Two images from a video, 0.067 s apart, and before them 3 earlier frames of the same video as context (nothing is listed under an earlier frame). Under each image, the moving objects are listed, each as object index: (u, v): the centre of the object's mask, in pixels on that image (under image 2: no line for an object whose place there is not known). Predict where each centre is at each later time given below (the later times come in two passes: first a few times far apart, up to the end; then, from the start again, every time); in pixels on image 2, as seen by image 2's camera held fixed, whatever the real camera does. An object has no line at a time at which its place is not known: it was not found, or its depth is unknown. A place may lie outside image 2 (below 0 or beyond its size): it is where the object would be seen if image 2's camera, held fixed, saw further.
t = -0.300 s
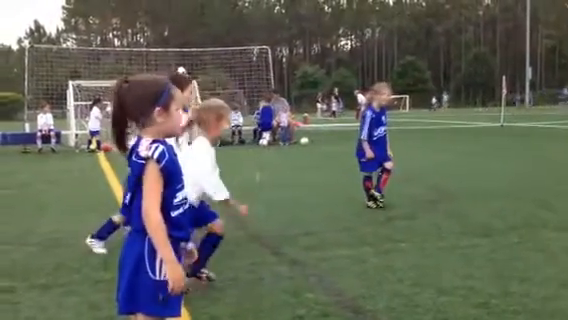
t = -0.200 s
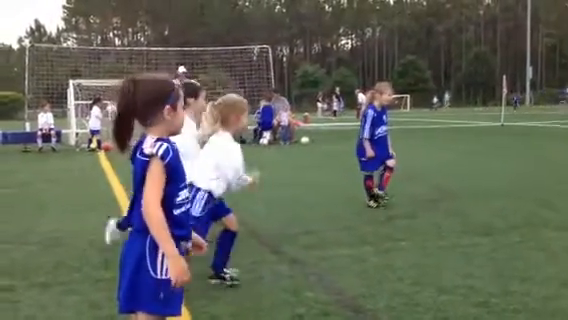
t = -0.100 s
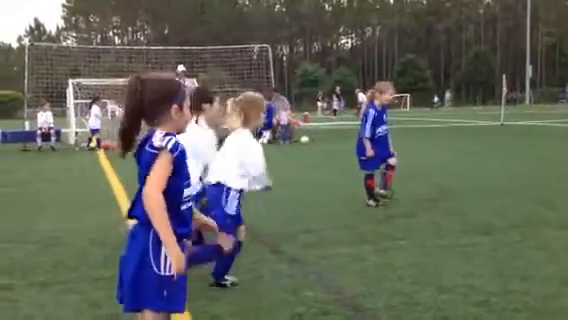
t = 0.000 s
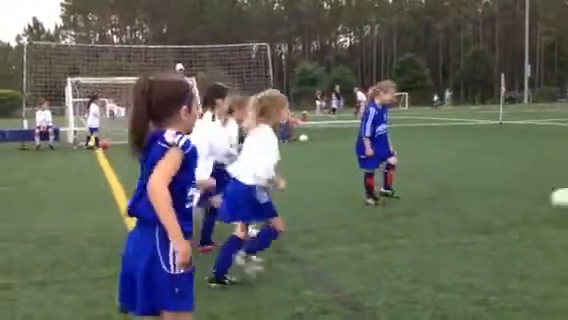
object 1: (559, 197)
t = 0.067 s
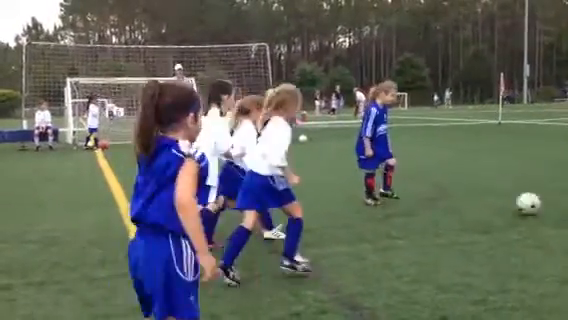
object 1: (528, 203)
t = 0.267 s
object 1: (459, 187)
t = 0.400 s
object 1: (426, 187)
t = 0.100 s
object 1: (515, 196)
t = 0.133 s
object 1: (503, 192)
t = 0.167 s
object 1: (491, 189)
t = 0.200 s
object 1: (479, 187)
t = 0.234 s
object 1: (468, 186)
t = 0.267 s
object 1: (459, 187)
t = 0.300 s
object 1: (447, 189)
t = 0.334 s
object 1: (437, 192)
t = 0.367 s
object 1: (430, 189)
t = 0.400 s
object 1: (426, 187)
